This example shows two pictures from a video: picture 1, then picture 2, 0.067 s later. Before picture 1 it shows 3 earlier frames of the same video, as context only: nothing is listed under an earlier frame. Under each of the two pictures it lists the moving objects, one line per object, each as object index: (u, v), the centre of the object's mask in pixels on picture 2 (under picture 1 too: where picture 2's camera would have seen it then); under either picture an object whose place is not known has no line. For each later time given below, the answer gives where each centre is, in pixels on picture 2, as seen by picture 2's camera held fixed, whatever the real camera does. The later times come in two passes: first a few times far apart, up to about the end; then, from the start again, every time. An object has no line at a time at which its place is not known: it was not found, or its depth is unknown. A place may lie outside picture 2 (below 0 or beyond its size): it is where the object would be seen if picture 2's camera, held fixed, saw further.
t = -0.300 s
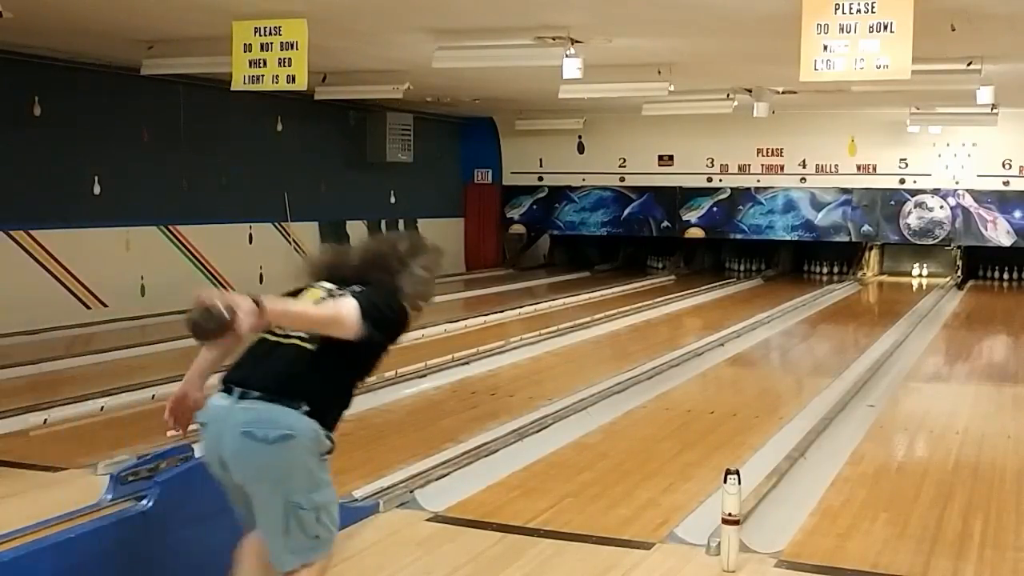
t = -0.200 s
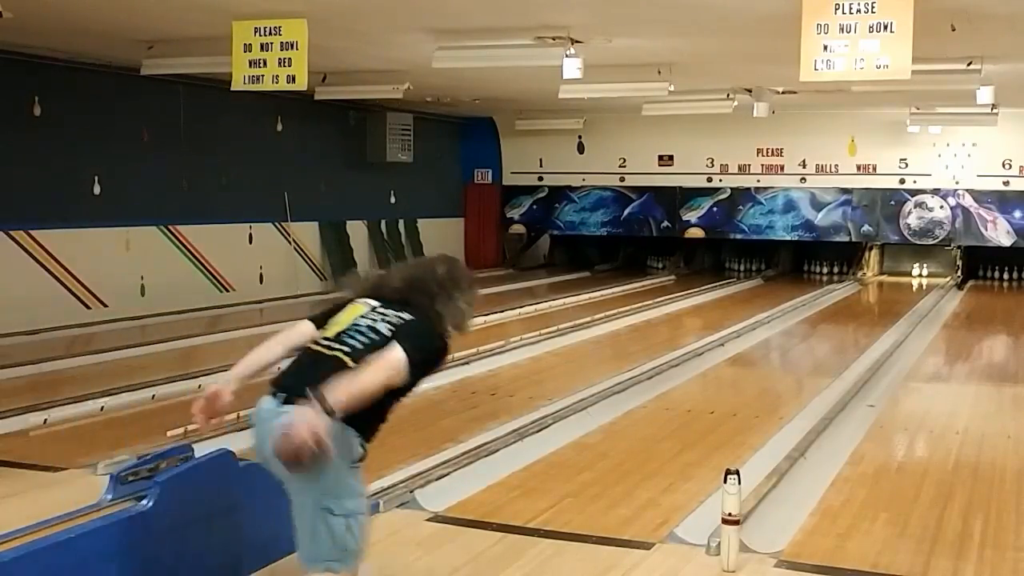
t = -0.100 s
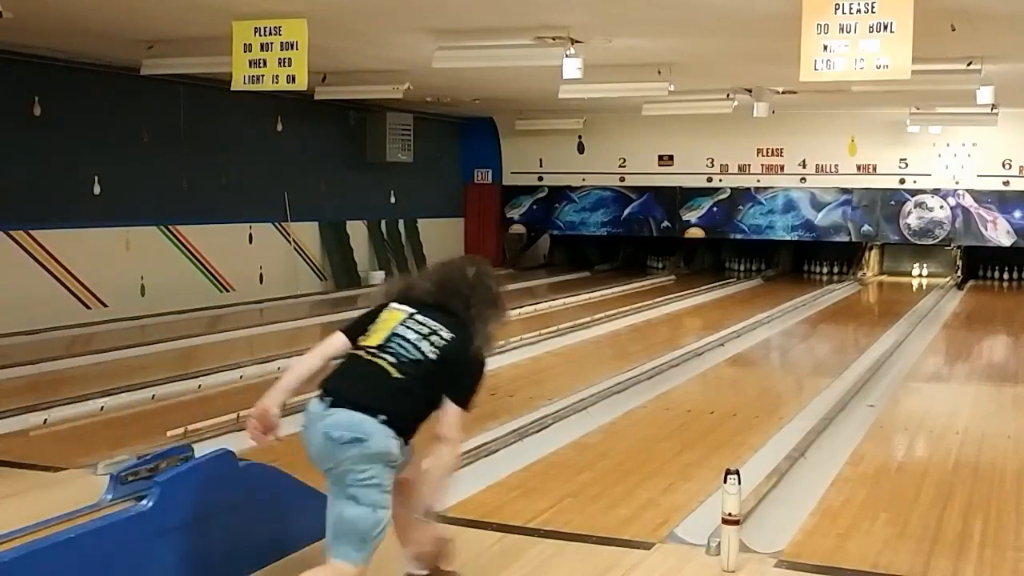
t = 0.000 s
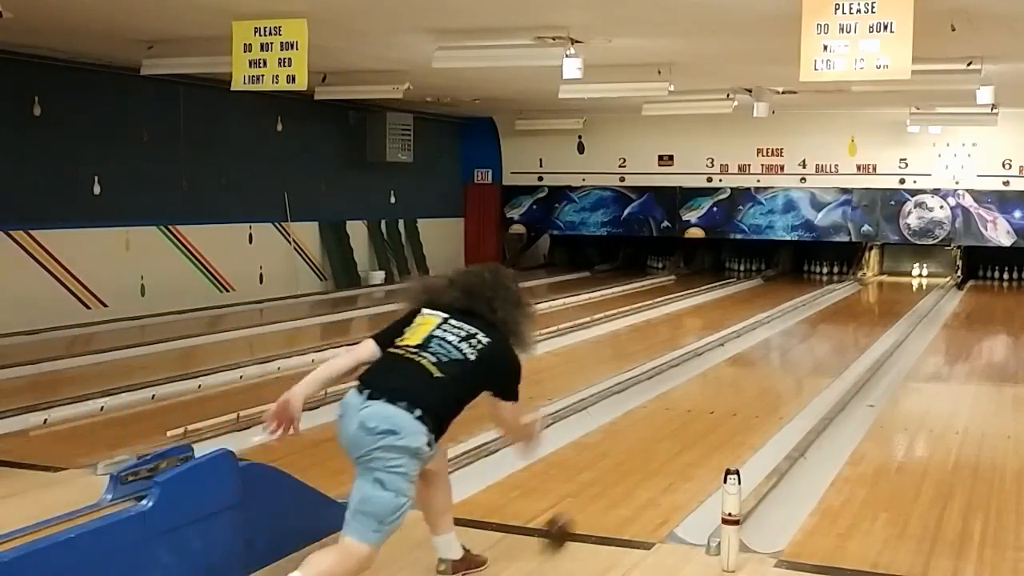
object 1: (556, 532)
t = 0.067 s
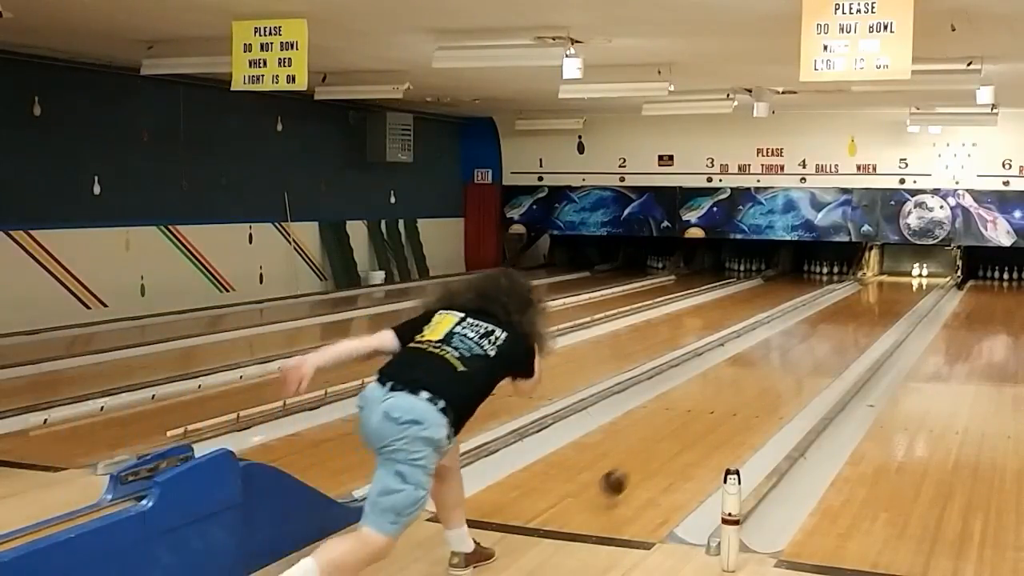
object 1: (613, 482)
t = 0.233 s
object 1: (708, 421)
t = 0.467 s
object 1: (782, 371)
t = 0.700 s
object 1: (827, 338)
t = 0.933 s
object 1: (857, 317)
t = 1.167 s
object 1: (879, 302)
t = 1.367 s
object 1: (893, 293)
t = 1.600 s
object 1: (905, 284)
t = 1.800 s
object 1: (914, 279)
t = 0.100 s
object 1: (637, 466)
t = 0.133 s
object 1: (657, 454)
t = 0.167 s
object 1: (675, 445)
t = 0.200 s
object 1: (692, 434)
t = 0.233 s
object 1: (708, 421)
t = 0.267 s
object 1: (721, 412)
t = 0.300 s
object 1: (733, 405)
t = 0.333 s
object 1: (744, 397)
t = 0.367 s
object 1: (755, 390)
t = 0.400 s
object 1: (765, 383)
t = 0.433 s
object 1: (774, 376)
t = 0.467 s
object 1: (782, 371)
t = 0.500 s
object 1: (790, 365)
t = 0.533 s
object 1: (797, 360)
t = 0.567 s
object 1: (804, 355)
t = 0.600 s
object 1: (810, 350)
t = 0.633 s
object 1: (816, 346)
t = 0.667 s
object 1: (822, 342)
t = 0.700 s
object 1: (827, 338)
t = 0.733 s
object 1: (832, 334)
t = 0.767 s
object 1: (837, 331)
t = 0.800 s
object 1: (842, 328)
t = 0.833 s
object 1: (846, 325)
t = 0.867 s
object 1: (850, 322)
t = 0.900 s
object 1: (854, 320)
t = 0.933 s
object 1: (857, 317)
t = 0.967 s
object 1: (861, 314)
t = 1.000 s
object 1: (864, 312)
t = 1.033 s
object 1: (868, 310)
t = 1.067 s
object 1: (871, 308)
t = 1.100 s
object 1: (873, 306)
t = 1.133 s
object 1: (876, 304)
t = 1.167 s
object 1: (879, 302)
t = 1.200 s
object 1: (881, 301)
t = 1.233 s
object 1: (884, 299)
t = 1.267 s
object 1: (886, 297)
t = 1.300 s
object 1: (889, 296)
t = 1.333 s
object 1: (891, 294)
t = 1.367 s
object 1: (893, 293)
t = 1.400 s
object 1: (895, 291)
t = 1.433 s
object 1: (897, 290)
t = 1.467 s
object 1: (898, 289)
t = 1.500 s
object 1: (900, 287)
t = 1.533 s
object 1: (902, 286)
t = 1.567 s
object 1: (904, 285)
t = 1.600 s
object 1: (905, 284)
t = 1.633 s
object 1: (907, 284)
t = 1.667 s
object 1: (908, 283)
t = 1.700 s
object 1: (909, 282)
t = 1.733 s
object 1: (911, 281)
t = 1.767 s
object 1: (913, 280)
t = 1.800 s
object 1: (914, 279)
